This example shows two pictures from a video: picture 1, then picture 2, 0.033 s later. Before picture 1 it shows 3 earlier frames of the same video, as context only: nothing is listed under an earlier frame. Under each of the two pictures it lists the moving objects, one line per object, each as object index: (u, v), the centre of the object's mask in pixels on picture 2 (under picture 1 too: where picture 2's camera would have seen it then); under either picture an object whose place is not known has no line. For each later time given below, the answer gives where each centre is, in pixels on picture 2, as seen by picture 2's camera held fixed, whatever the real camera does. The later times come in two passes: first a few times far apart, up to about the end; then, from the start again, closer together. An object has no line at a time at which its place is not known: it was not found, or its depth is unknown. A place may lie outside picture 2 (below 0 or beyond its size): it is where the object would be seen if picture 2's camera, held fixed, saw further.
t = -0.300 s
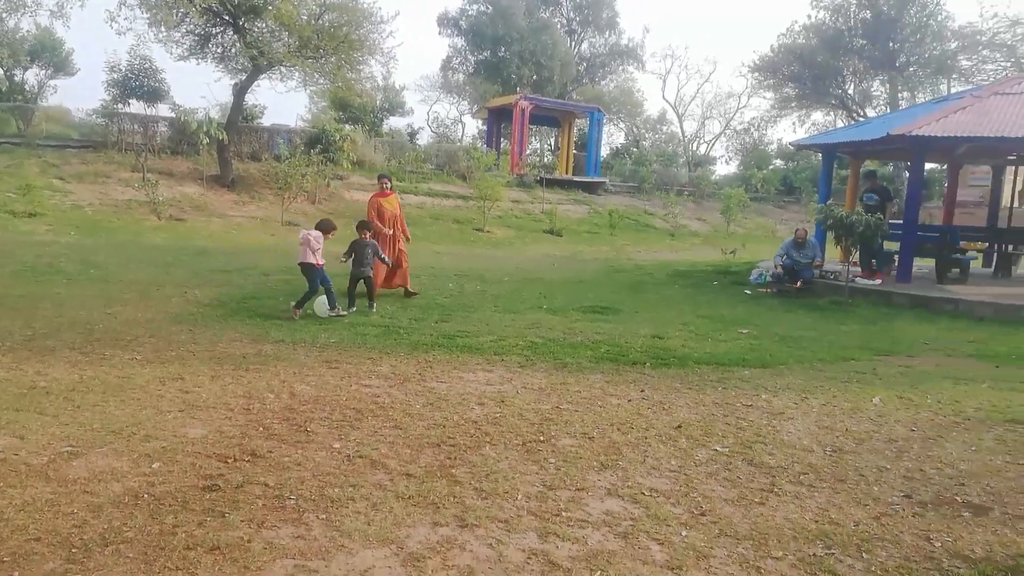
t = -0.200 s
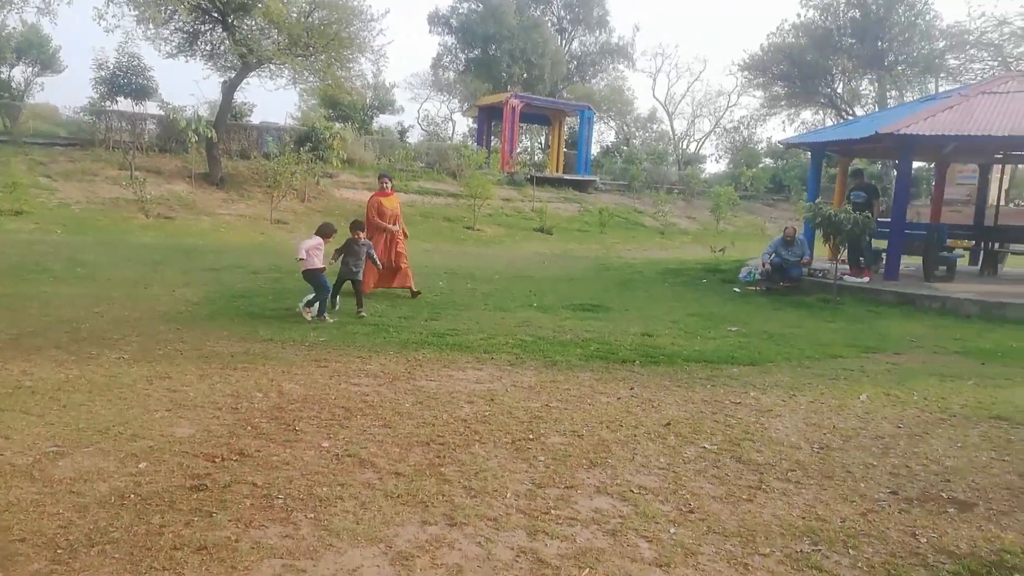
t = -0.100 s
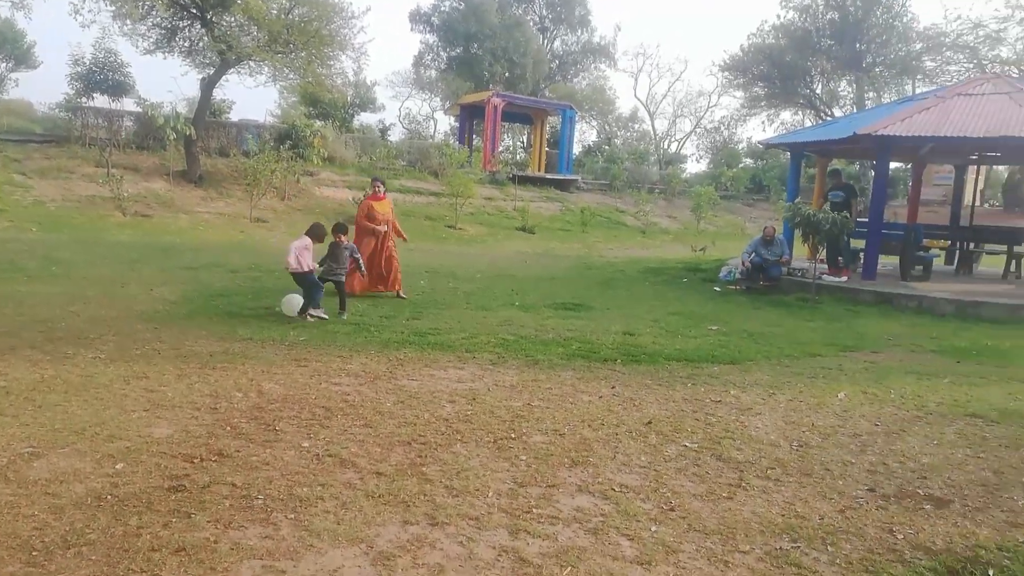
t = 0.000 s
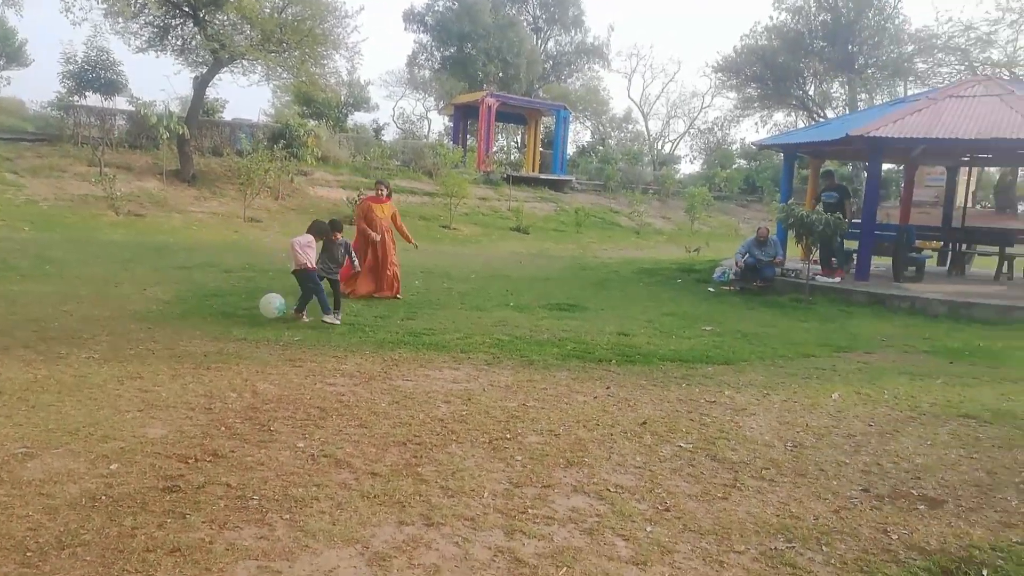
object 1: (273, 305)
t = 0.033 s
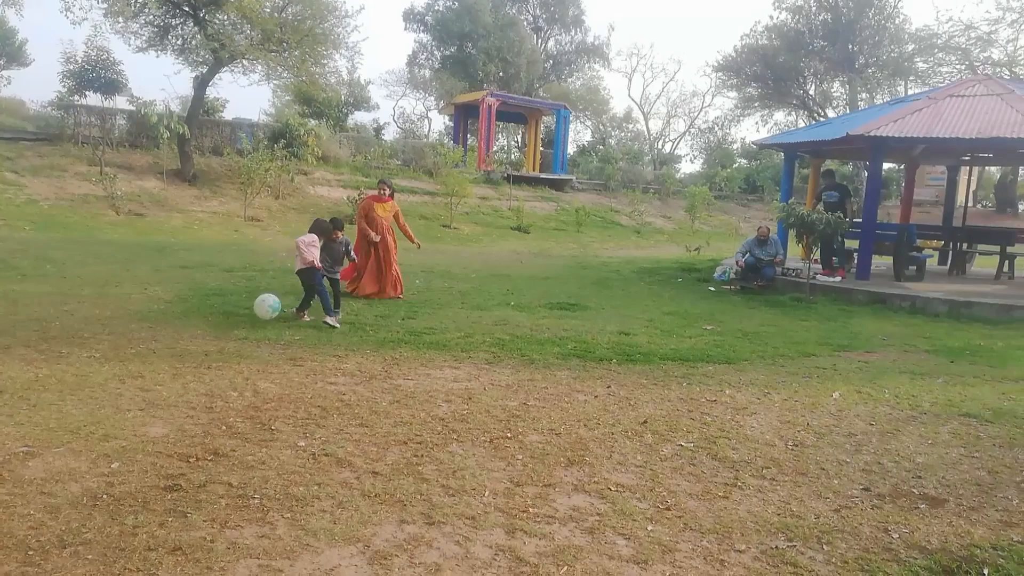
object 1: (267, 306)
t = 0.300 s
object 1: (232, 338)
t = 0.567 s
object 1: (211, 368)
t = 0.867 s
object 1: (176, 400)
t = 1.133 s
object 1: (137, 435)
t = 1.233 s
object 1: (121, 449)
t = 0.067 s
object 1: (261, 309)
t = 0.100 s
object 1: (256, 313)
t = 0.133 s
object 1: (250, 318)
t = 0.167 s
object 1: (245, 324)
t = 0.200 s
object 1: (240, 333)
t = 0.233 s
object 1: (237, 339)
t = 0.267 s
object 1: (234, 338)
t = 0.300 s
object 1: (232, 338)
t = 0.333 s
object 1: (229, 340)
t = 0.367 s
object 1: (227, 342)
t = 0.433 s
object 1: (221, 352)
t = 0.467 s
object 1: (219, 358)
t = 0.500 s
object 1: (217, 367)
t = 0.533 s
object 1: (214, 368)
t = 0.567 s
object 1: (211, 368)
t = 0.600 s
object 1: (207, 368)
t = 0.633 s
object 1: (204, 369)
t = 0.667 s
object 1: (200, 374)
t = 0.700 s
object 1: (196, 380)
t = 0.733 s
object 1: (192, 387)
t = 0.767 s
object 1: (188, 392)
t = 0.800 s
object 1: (184, 394)
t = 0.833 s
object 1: (180, 397)
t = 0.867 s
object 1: (176, 400)
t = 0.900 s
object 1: (171, 406)
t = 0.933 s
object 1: (166, 410)
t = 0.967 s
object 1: (161, 414)
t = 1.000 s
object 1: (156, 416)
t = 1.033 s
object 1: (151, 419)
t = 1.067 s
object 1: (146, 423)
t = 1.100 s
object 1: (141, 428)
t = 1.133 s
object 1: (137, 435)
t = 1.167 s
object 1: (132, 439)
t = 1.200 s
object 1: (127, 445)
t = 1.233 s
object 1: (121, 449)
